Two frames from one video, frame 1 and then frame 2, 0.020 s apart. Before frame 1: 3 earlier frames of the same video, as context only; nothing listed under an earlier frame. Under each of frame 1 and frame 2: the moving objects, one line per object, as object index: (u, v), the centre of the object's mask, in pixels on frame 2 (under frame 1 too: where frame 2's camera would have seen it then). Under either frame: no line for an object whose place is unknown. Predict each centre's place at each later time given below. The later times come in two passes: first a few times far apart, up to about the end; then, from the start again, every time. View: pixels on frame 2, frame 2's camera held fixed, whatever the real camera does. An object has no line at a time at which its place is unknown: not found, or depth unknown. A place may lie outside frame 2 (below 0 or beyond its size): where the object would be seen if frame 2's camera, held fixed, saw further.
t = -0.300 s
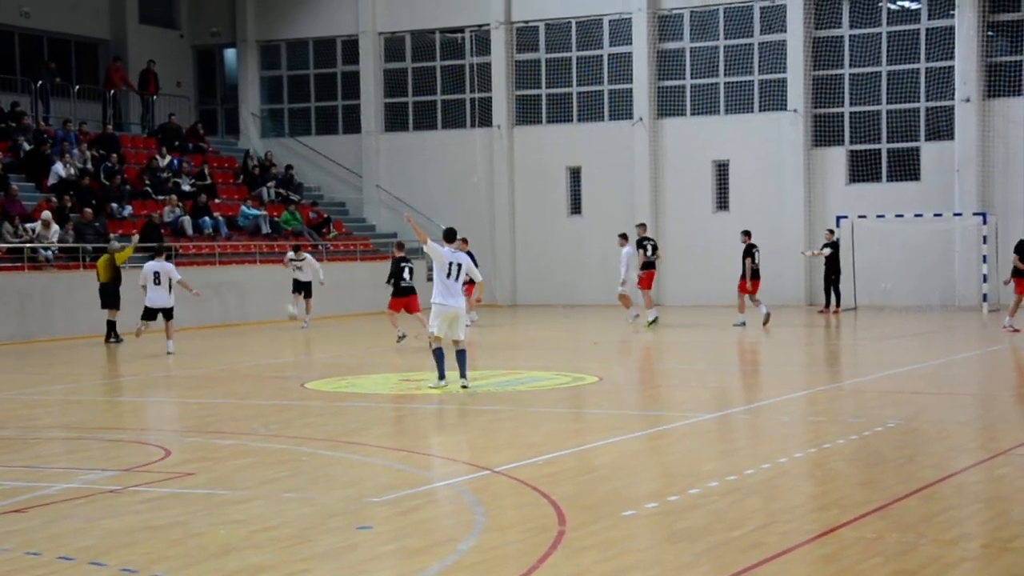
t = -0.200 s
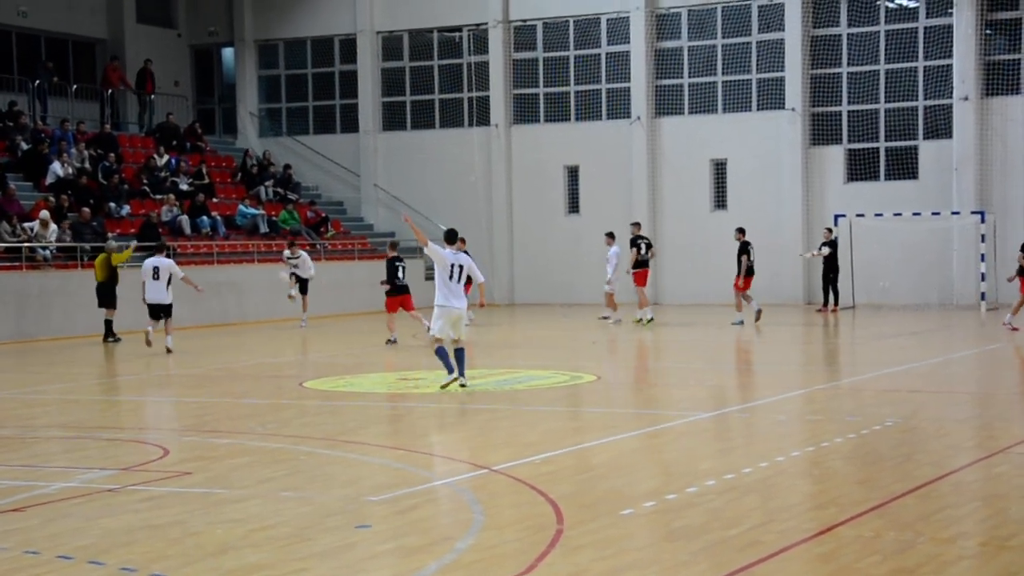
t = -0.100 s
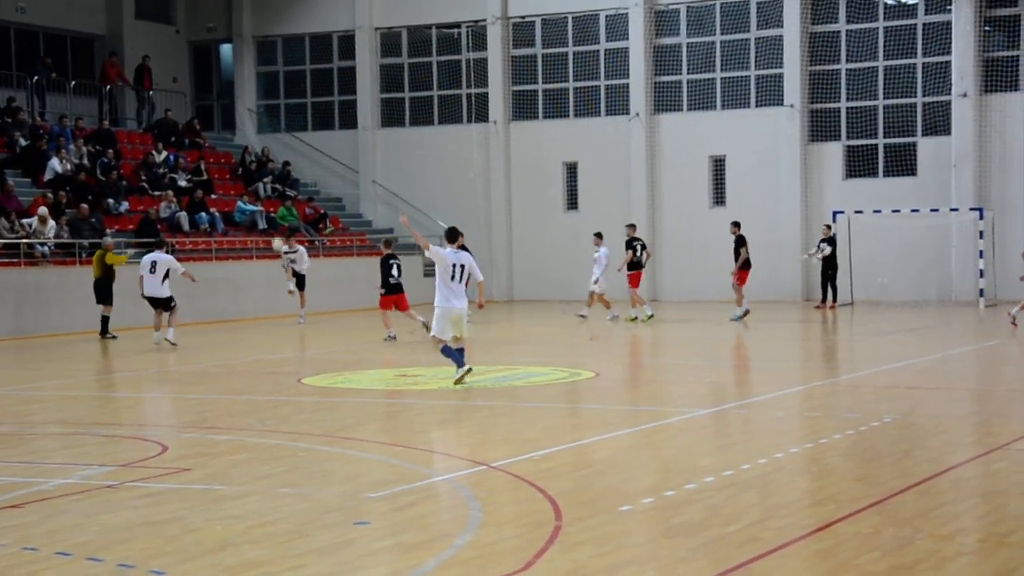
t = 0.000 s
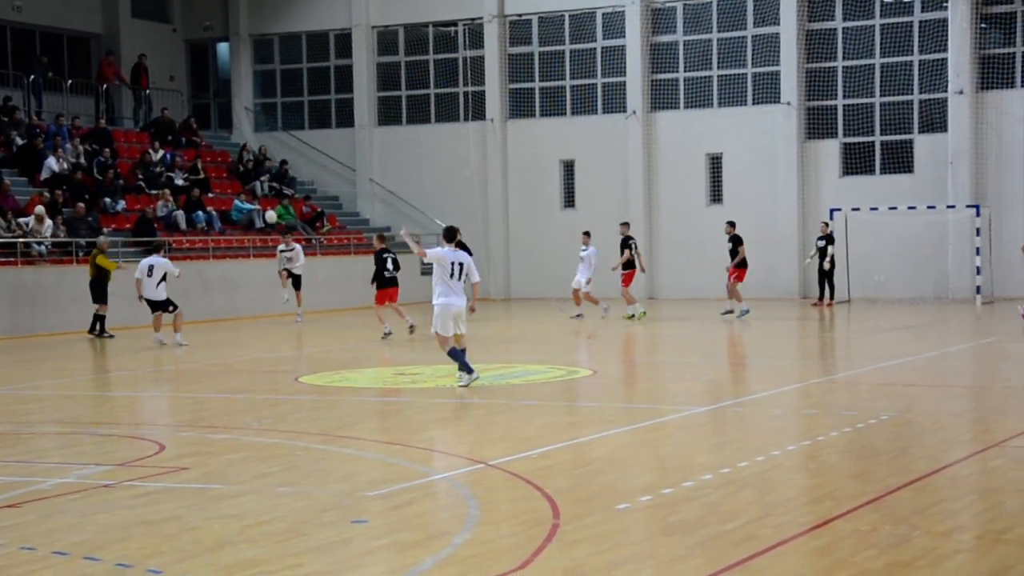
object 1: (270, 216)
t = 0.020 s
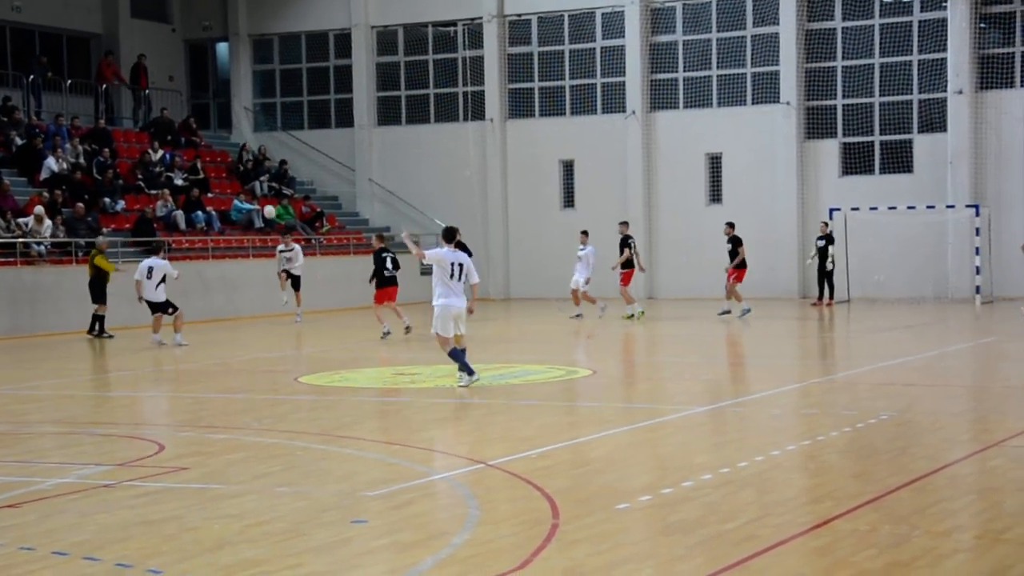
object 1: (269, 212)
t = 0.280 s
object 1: (261, 160)
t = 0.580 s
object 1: (253, 139)
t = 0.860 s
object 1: (243, 162)
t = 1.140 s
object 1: (236, 248)
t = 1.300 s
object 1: (233, 332)
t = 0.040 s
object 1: (268, 207)
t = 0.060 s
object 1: (268, 202)
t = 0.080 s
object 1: (267, 197)
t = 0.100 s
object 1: (266, 193)
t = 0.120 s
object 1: (265, 189)
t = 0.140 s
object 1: (264, 184)
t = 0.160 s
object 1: (264, 180)
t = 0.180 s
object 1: (263, 177)
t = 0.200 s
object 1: (262, 174)
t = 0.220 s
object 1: (262, 170)
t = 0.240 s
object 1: (261, 166)
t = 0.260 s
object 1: (261, 163)
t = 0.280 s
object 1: (261, 160)
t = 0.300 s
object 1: (260, 157)
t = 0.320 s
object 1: (260, 155)
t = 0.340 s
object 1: (259, 152)
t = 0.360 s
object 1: (259, 150)
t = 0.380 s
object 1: (258, 148)
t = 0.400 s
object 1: (258, 145)
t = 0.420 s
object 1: (257, 143)
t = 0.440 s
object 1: (256, 142)
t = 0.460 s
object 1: (256, 141)
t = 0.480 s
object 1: (256, 140)
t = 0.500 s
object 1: (256, 140)
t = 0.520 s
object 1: (255, 140)
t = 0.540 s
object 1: (255, 139)
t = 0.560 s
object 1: (254, 139)
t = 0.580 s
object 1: (253, 139)
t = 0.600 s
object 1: (253, 139)
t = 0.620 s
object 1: (252, 138)
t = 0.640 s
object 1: (252, 139)
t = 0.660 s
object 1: (251, 140)
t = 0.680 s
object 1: (250, 141)
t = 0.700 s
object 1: (249, 141)
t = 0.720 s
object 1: (248, 143)
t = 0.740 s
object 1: (247, 144)
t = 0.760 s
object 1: (247, 147)
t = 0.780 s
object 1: (246, 150)
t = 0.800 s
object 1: (245, 152)
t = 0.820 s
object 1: (244, 155)
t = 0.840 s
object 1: (243, 159)
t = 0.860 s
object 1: (243, 162)
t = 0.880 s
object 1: (242, 166)
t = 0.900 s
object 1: (242, 170)
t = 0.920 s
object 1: (242, 175)
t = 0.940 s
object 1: (241, 180)
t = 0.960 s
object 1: (241, 184)
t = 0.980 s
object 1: (240, 189)
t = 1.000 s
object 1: (239, 196)
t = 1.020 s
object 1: (238, 202)
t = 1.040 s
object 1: (236, 210)
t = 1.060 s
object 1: (237, 216)
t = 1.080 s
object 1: (236, 224)
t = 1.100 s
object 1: (237, 232)
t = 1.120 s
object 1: (237, 240)
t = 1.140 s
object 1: (236, 248)
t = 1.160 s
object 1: (236, 257)
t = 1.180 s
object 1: (235, 267)
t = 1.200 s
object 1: (235, 277)
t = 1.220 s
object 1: (233, 288)
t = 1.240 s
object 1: (233, 298)
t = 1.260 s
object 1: (233, 309)
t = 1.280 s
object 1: (233, 320)
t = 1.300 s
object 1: (233, 332)
